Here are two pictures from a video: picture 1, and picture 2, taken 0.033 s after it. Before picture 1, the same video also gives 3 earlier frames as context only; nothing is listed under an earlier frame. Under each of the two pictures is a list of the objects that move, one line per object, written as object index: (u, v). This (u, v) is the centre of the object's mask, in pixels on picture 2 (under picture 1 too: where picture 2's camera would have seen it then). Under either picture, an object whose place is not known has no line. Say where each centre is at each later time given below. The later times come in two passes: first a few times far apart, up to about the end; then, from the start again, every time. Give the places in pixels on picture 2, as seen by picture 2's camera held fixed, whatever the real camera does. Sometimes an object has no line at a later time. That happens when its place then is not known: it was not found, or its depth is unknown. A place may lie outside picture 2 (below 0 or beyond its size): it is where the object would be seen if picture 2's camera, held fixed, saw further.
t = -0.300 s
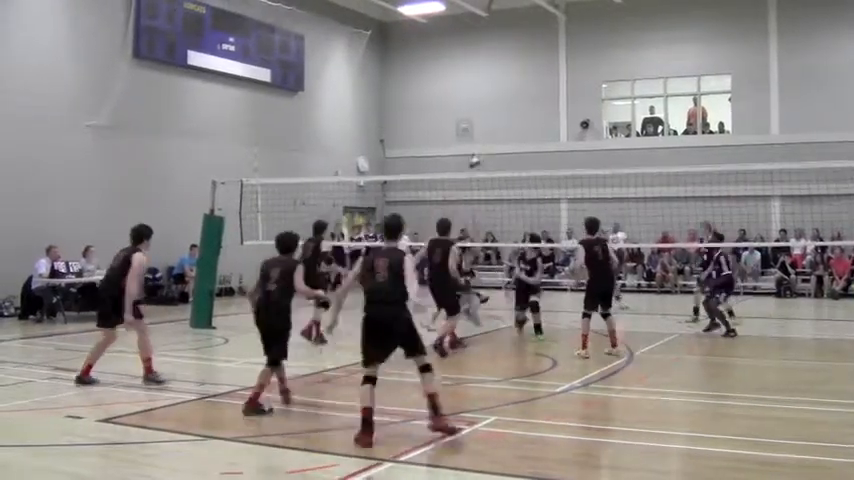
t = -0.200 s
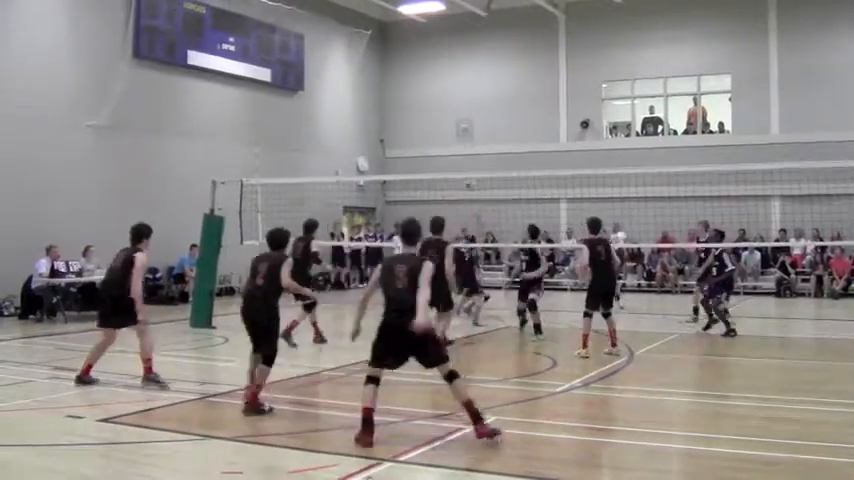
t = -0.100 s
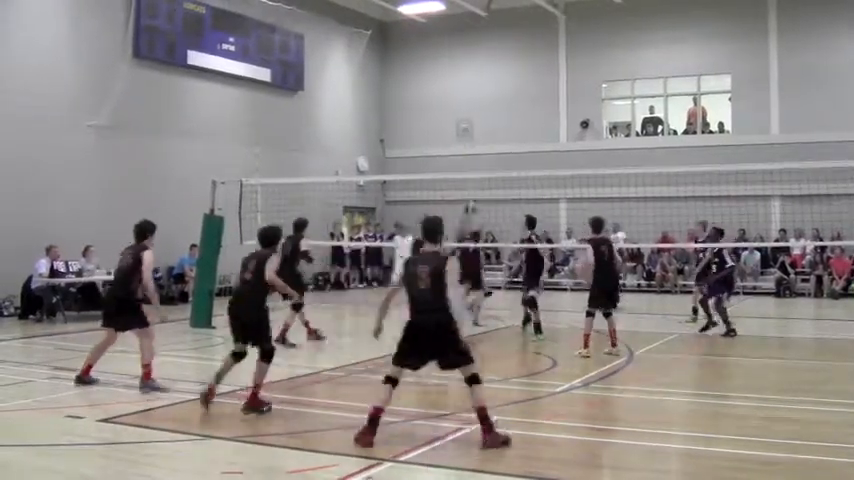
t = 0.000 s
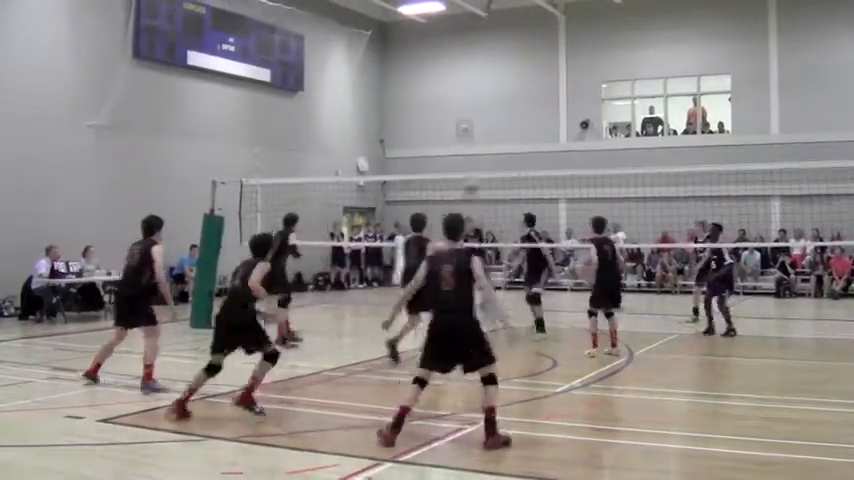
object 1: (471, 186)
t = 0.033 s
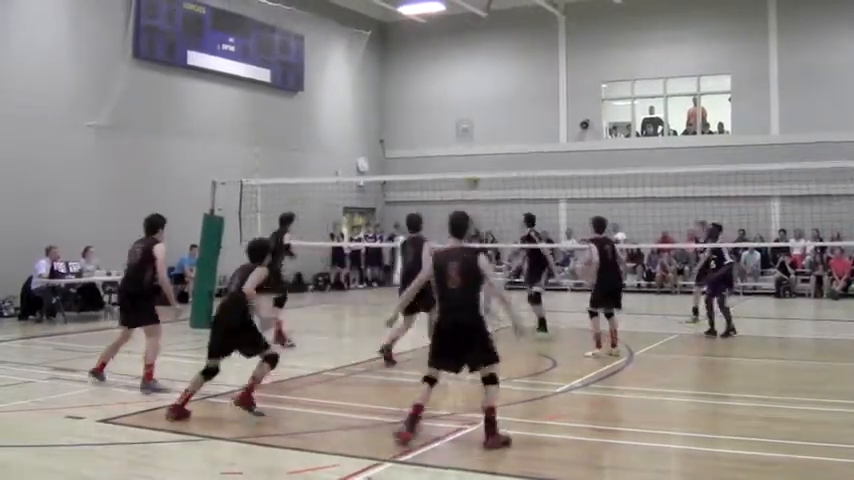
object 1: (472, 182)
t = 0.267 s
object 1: (476, 148)
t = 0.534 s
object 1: (484, 153)
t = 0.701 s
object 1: (494, 193)
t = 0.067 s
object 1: (473, 179)
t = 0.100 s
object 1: (471, 167)
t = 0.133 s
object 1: (472, 163)
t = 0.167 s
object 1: (473, 159)
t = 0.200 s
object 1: (474, 154)
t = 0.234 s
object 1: (475, 150)
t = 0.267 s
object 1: (476, 148)
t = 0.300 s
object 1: (478, 145)
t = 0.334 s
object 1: (478, 144)
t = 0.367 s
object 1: (480, 143)
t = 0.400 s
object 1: (481, 144)
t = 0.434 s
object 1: (481, 145)
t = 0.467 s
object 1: (482, 147)
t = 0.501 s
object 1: (483, 150)
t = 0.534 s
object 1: (484, 153)
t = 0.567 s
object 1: (487, 160)
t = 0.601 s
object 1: (488, 166)
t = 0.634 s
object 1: (488, 174)
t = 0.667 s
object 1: (490, 183)
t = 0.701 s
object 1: (494, 193)
